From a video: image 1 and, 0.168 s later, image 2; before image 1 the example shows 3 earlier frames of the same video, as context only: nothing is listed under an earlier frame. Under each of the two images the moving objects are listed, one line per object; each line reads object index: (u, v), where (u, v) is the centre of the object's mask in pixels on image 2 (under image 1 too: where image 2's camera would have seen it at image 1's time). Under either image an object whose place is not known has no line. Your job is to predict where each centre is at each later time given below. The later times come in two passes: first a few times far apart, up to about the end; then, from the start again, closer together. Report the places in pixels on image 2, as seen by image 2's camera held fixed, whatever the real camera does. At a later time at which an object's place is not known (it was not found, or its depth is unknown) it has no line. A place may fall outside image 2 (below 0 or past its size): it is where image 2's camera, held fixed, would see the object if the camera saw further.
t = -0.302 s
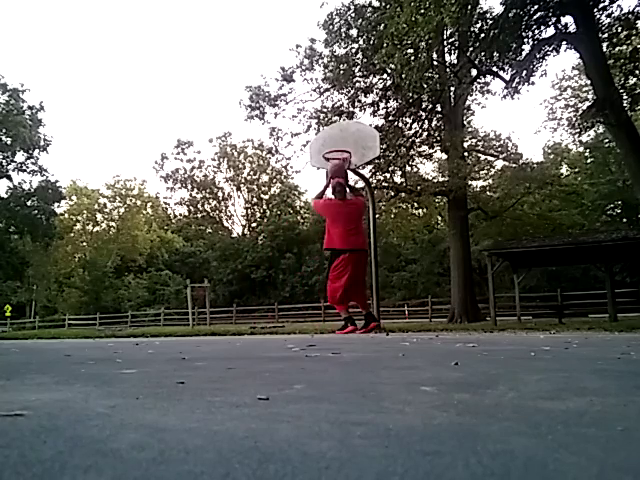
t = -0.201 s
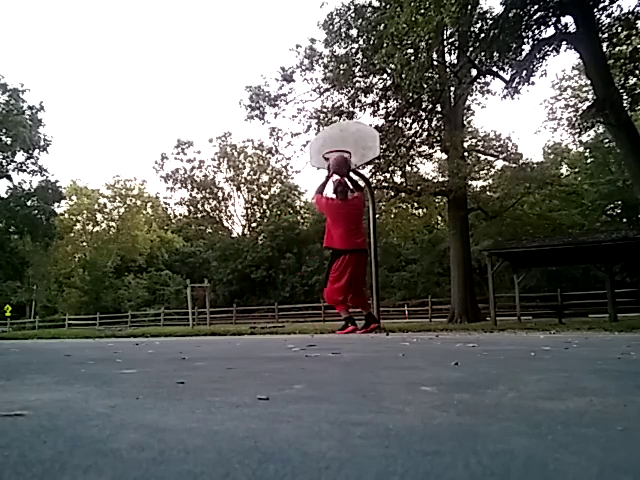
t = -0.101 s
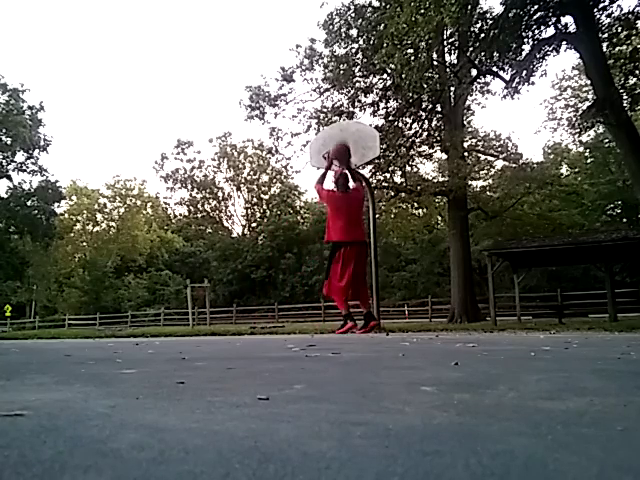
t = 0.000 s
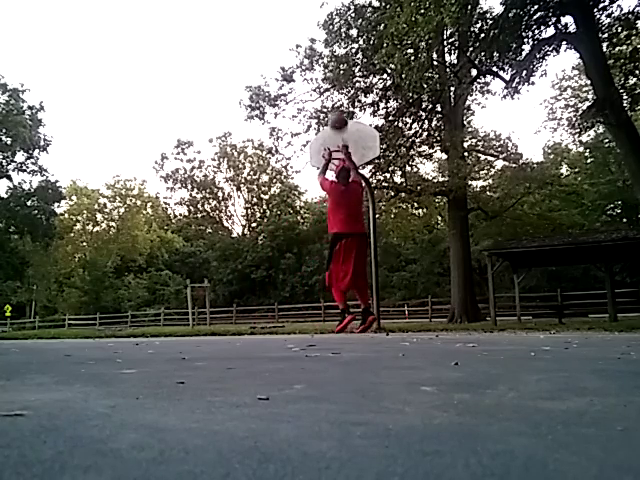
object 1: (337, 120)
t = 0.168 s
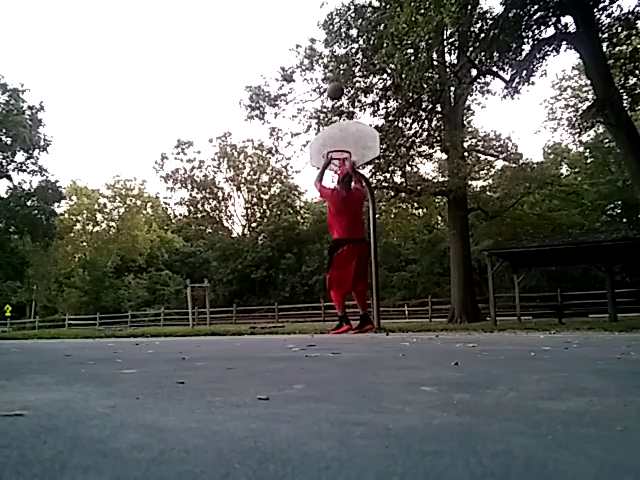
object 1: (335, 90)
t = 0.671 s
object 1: (330, 119)
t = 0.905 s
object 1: (331, 145)
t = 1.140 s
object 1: (330, 149)
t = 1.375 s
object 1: (328, 146)
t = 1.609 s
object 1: (334, 143)
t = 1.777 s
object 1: (338, 154)
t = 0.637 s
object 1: (331, 112)
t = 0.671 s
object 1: (330, 119)
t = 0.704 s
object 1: (330, 125)
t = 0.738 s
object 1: (330, 133)
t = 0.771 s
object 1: (330, 139)
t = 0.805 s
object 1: (330, 145)
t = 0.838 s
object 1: (330, 145)
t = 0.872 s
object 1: (331, 145)
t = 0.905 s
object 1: (331, 145)
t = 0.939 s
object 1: (332, 146)
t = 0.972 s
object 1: (333, 148)
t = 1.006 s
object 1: (333, 150)
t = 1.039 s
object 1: (333, 151)
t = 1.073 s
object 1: (332, 151)
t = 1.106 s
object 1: (331, 150)
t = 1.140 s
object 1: (330, 149)
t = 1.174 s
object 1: (328, 149)
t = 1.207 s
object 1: (328, 149)
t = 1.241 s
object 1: (327, 149)
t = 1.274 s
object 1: (327, 148)
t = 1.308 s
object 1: (327, 147)
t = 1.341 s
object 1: (328, 146)
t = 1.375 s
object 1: (328, 146)
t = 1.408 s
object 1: (329, 145)
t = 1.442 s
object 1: (330, 145)
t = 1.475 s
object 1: (331, 144)
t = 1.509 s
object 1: (332, 143)
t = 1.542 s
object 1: (333, 143)
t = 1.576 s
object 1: (333, 143)
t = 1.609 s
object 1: (334, 143)
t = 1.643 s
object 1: (335, 144)
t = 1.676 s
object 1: (336, 145)
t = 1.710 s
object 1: (337, 148)
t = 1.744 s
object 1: (338, 150)
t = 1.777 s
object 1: (338, 154)
